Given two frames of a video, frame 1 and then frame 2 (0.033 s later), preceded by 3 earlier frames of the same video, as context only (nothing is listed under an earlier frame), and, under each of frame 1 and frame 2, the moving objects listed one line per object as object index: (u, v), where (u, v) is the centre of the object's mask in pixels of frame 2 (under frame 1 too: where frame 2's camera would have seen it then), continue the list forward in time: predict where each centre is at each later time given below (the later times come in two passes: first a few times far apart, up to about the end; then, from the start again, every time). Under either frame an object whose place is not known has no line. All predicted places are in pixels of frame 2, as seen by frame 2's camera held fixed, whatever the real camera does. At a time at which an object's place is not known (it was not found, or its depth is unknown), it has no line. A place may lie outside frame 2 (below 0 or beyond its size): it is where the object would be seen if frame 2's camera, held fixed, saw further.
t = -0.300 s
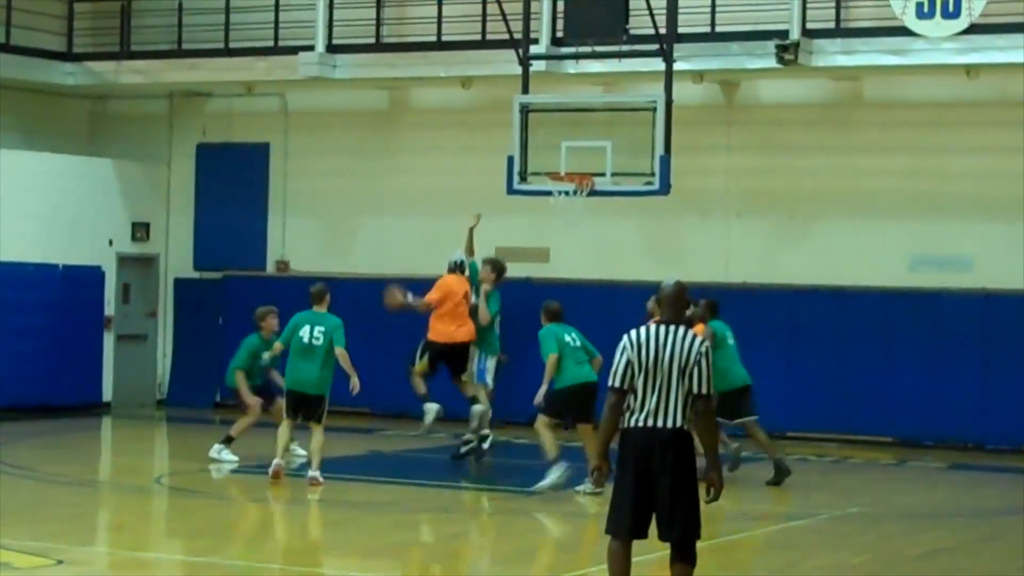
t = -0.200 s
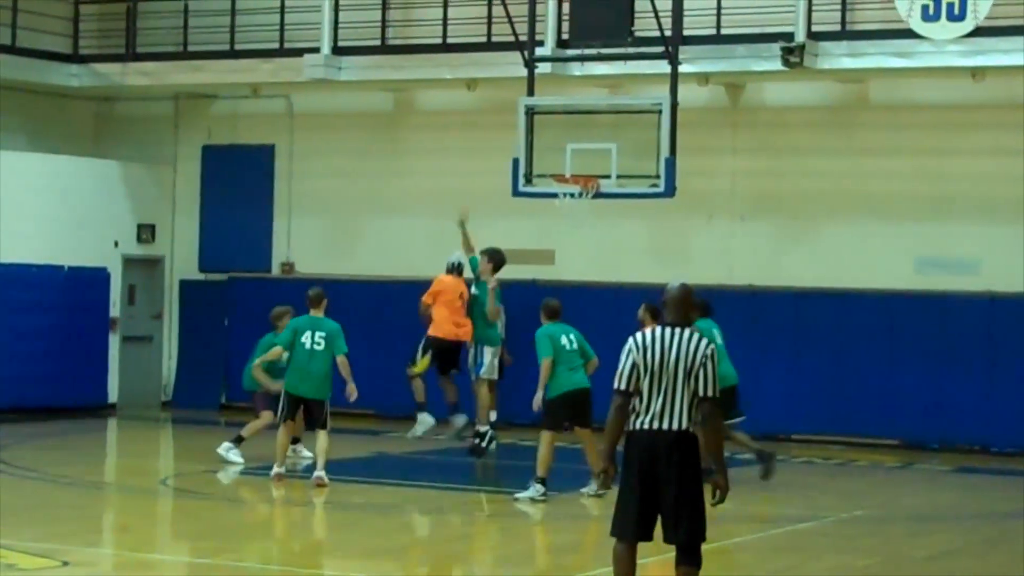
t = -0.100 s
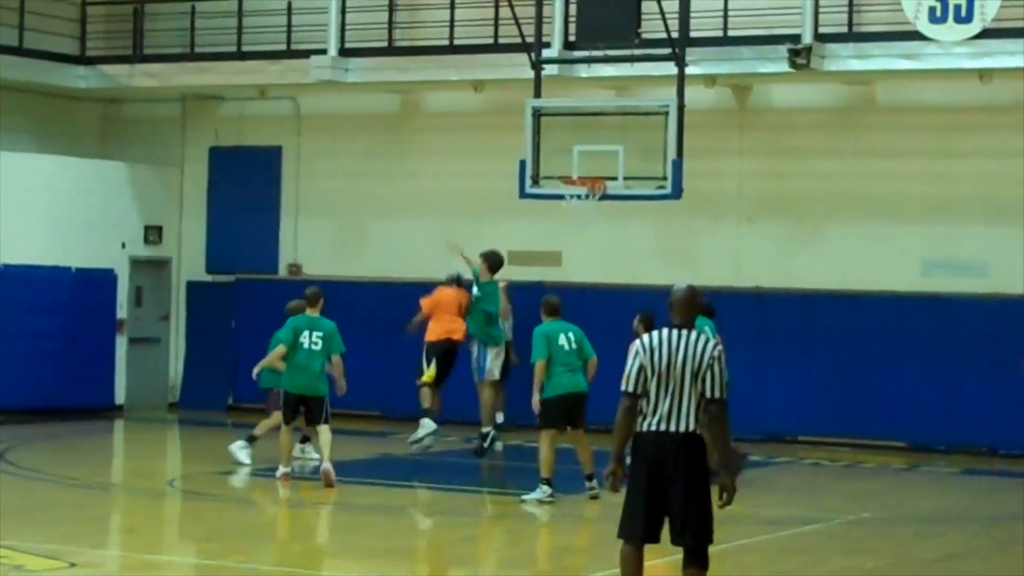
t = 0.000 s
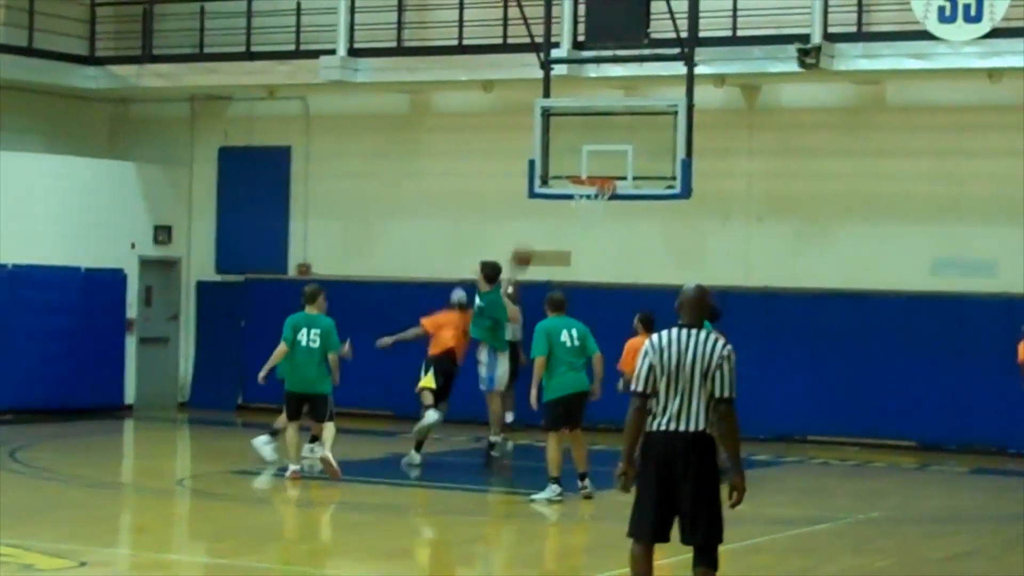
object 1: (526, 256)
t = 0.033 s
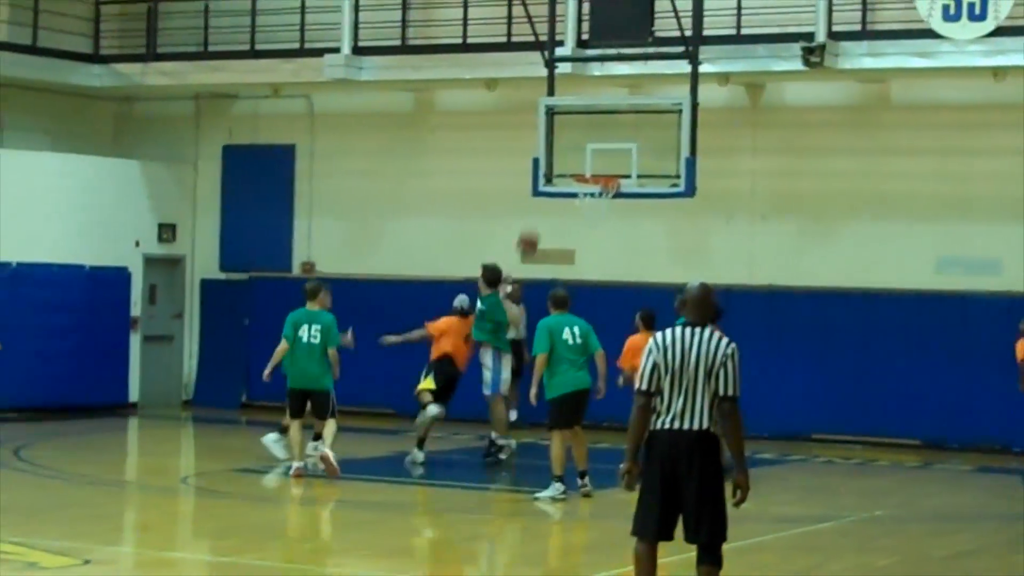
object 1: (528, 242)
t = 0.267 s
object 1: (550, 169)
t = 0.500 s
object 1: (570, 145)
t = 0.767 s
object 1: (594, 173)
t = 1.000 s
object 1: (610, 201)
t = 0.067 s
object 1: (532, 228)
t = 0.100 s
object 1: (534, 216)
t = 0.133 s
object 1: (537, 204)
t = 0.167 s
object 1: (540, 194)
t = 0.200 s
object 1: (543, 185)
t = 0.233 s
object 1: (547, 176)
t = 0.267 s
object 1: (550, 169)
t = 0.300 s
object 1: (553, 163)
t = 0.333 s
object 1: (556, 157)
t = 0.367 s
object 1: (560, 152)
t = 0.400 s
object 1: (562, 149)
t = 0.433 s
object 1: (564, 147)
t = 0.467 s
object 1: (567, 145)
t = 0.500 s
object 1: (570, 145)
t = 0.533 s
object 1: (572, 145)
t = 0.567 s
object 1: (575, 147)
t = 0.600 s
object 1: (578, 149)
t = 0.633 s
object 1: (581, 153)
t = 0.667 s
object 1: (584, 157)
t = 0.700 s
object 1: (586, 163)
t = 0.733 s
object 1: (589, 168)
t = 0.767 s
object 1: (594, 173)
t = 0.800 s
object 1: (597, 182)
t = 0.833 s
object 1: (609, 189)
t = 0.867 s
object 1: (609, 194)
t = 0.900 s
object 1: (611, 198)
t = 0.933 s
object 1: (612, 203)
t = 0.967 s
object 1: (611, 199)
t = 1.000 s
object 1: (610, 201)
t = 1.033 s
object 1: (610, 204)
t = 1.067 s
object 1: (609, 216)
